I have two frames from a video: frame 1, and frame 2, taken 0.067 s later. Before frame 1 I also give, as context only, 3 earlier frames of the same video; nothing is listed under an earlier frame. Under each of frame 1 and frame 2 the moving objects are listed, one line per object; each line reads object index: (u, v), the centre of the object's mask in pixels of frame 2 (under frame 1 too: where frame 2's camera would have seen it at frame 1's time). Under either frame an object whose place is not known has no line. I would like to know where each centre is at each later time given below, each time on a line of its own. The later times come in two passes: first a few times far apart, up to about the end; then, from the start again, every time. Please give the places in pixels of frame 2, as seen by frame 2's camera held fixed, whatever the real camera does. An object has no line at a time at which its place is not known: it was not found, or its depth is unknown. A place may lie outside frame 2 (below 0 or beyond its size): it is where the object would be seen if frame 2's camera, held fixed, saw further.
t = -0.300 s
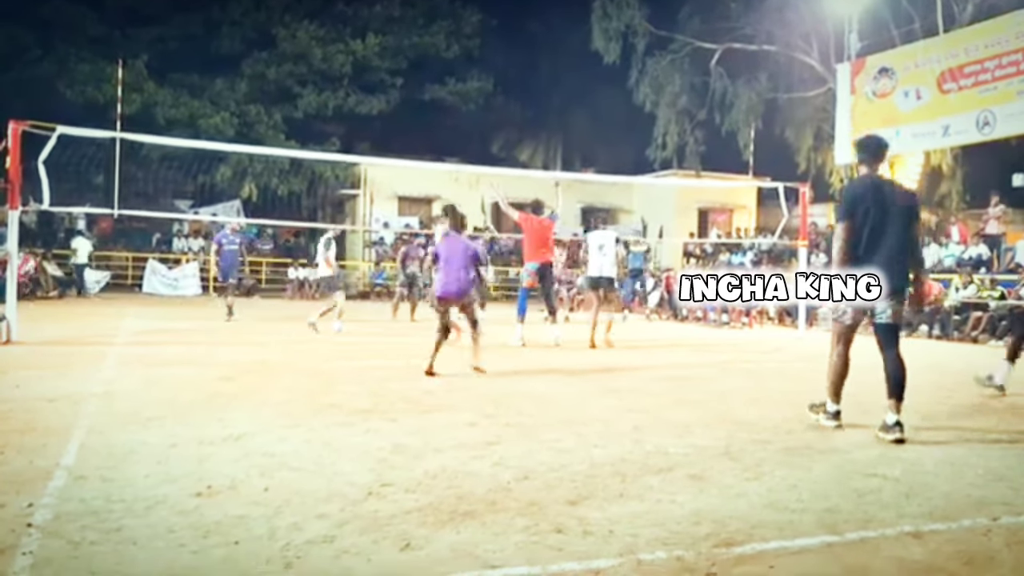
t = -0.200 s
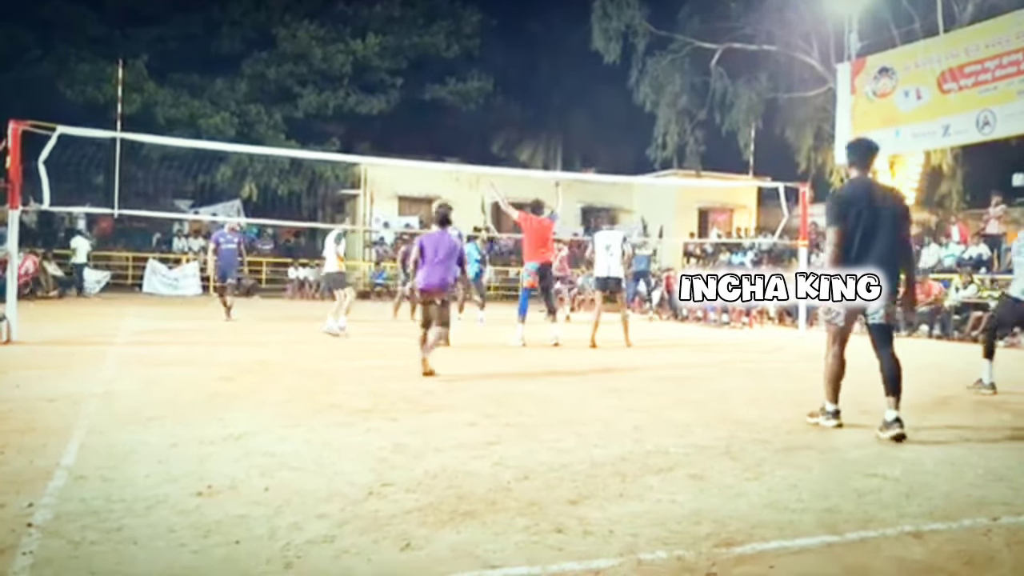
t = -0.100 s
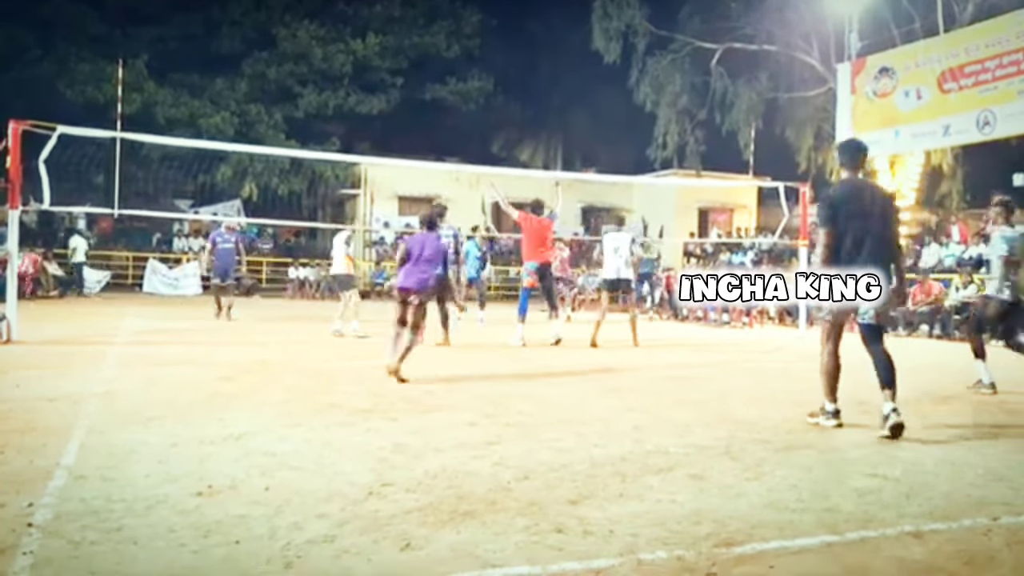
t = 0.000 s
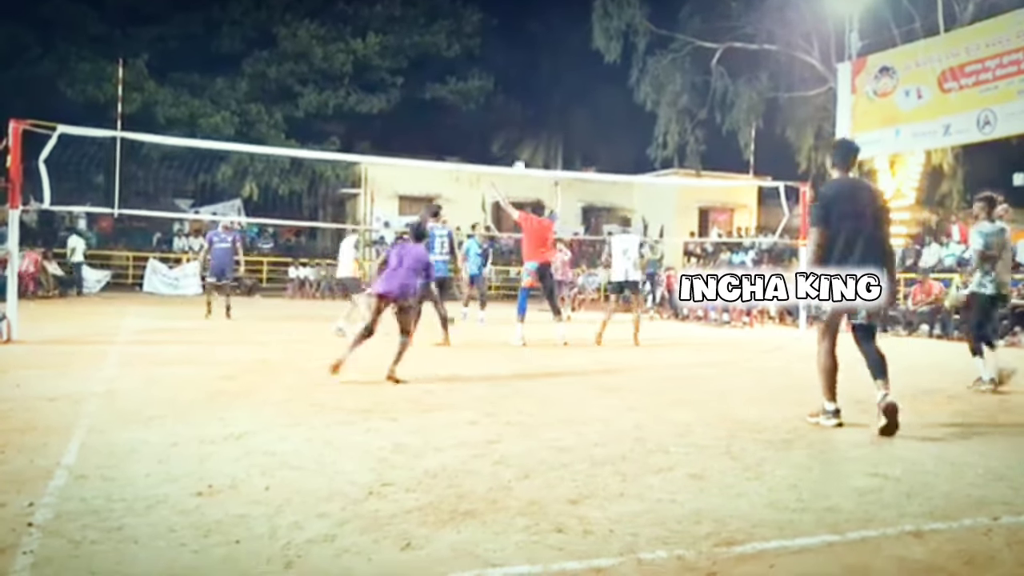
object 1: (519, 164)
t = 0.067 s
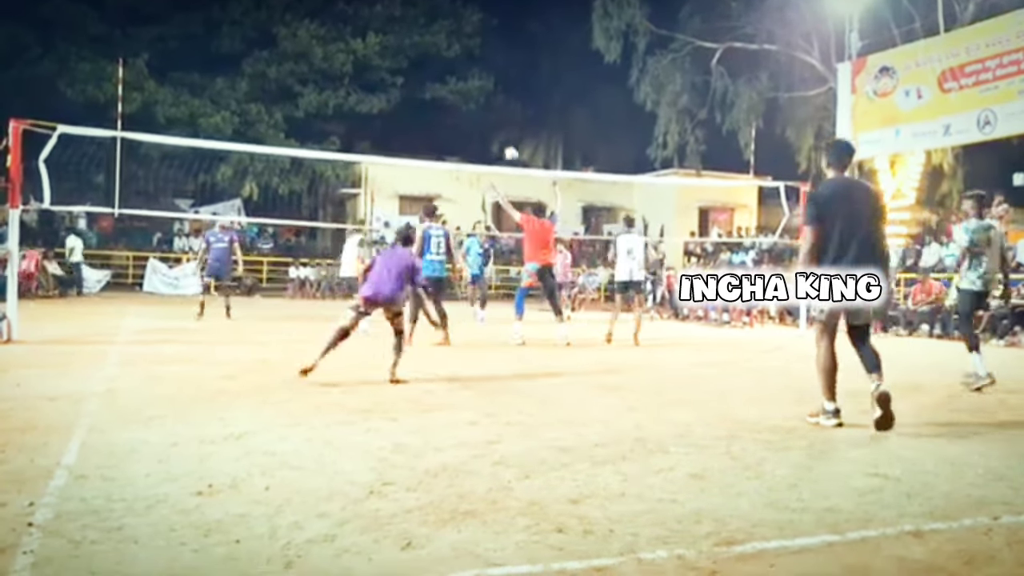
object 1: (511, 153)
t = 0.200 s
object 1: (494, 133)
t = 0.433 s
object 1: (459, 119)
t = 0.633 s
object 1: (426, 133)
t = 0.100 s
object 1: (506, 147)
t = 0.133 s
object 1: (502, 142)
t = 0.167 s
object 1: (498, 137)
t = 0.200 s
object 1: (494, 133)
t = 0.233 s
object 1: (488, 129)
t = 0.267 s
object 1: (483, 125)
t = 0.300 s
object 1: (478, 123)
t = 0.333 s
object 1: (474, 121)
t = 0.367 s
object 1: (469, 120)
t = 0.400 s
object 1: (464, 119)
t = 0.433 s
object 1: (459, 119)
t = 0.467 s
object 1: (453, 119)
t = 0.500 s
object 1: (448, 120)
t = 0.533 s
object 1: (443, 122)
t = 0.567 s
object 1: (437, 126)
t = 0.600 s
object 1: (431, 129)
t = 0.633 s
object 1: (426, 133)
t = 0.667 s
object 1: (421, 138)
